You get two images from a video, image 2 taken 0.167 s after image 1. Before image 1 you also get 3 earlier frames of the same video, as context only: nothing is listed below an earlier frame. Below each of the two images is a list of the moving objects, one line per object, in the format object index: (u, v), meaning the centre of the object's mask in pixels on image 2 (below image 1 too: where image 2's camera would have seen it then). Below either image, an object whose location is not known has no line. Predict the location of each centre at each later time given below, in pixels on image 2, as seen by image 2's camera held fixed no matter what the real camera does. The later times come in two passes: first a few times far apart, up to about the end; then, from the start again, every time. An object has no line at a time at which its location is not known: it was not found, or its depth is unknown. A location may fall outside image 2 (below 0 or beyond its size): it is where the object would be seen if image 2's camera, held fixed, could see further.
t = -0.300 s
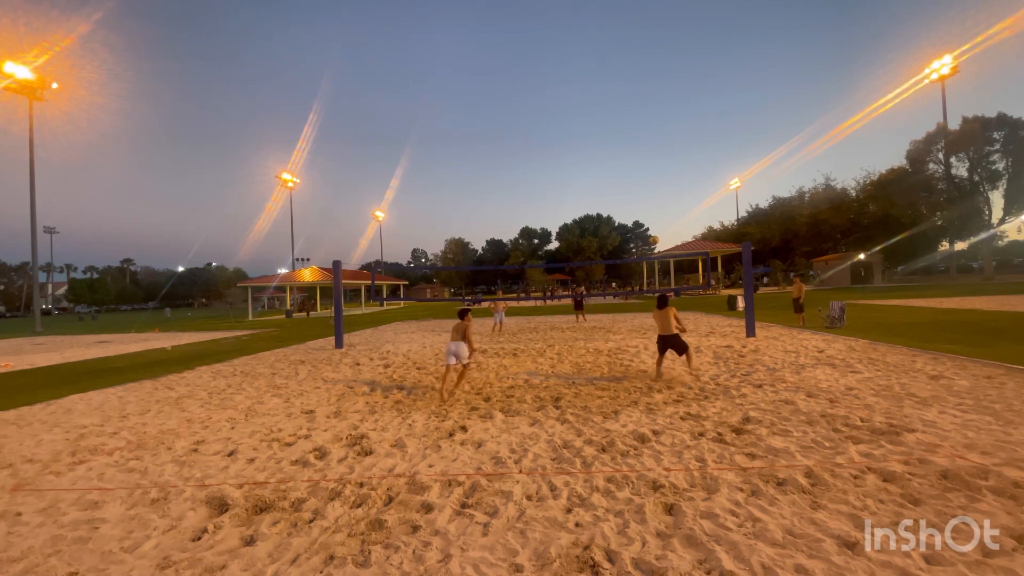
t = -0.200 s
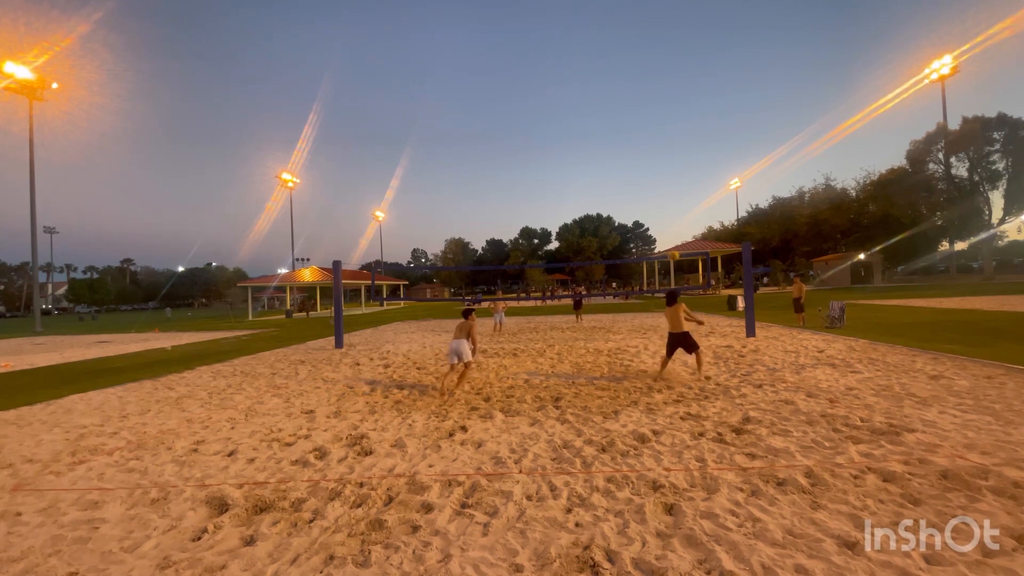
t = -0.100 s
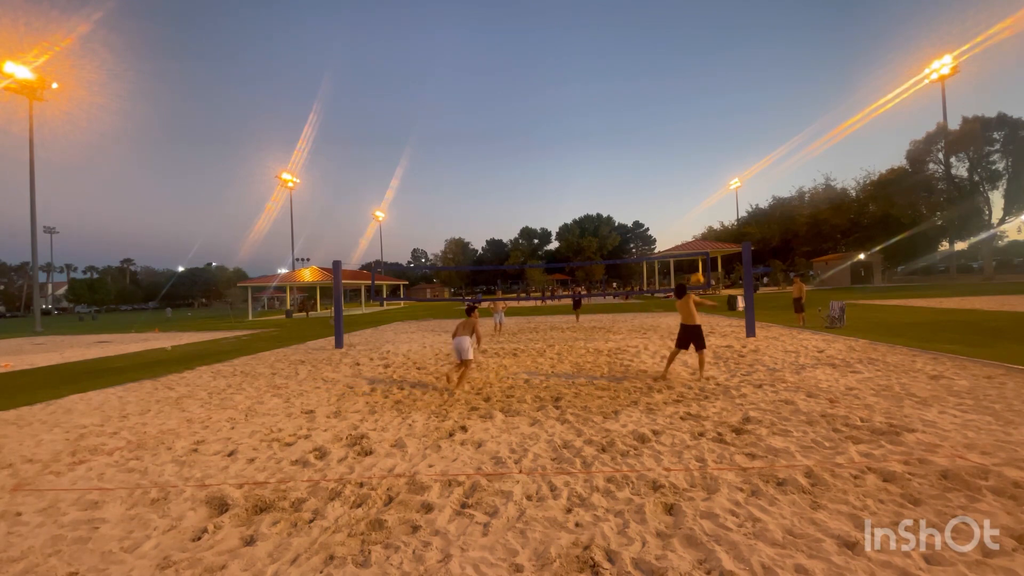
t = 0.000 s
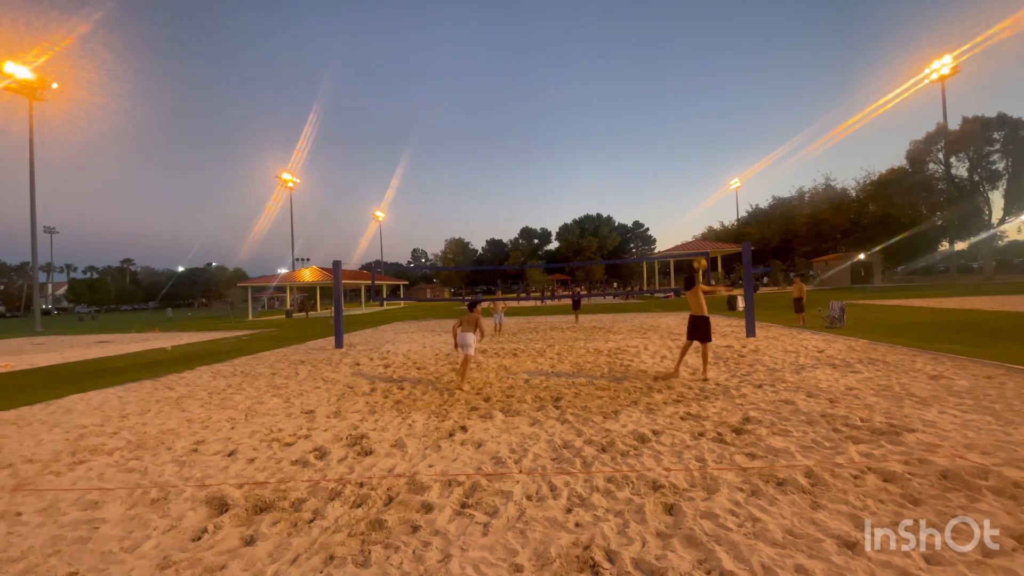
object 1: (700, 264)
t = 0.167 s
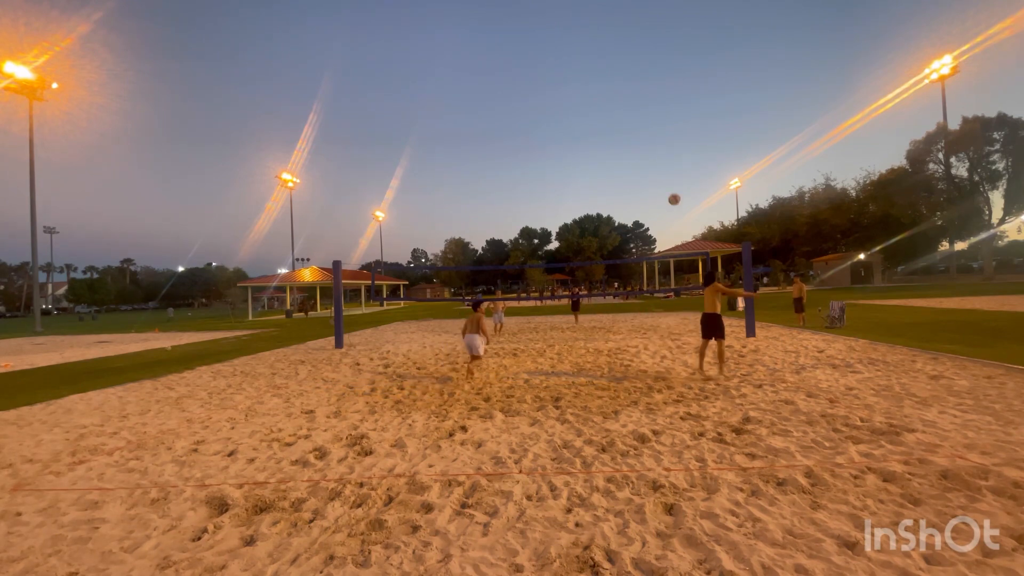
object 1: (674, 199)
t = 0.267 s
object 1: (659, 169)
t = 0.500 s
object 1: (628, 125)
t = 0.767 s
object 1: (595, 112)
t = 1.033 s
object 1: (567, 133)
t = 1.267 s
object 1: (545, 175)
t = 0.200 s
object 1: (669, 188)
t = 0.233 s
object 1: (664, 179)
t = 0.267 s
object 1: (659, 169)
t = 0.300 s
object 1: (655, 161)
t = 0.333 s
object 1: (650, 154)
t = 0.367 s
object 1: (645, 147)
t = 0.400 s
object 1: (641, 140)
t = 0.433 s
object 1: (637, 135)
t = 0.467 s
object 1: (632, 130)
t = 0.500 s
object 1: (628, 125)
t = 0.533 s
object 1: (623, 122)
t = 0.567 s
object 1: (619, 119)
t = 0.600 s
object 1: (615, 116)
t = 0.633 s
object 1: (611, 114)
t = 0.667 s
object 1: (607, 113)
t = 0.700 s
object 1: (603, 112)
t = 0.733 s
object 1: (599, 112)
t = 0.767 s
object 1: (595, 112)
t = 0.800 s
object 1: (591, 113)
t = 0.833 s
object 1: (588, 114)
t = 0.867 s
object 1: (584, 116)
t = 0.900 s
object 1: (580, 118)
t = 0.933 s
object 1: (577, 121)
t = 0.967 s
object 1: (573, 124)
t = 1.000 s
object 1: (570, 128)
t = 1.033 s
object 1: (567, 133)
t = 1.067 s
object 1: (563, 137)
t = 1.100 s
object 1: (560, 143)
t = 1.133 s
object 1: (557, 148)
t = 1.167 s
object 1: (554, 154)
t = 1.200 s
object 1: (551, 161)
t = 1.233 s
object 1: (548, 168)
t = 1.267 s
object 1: (545, 175)
